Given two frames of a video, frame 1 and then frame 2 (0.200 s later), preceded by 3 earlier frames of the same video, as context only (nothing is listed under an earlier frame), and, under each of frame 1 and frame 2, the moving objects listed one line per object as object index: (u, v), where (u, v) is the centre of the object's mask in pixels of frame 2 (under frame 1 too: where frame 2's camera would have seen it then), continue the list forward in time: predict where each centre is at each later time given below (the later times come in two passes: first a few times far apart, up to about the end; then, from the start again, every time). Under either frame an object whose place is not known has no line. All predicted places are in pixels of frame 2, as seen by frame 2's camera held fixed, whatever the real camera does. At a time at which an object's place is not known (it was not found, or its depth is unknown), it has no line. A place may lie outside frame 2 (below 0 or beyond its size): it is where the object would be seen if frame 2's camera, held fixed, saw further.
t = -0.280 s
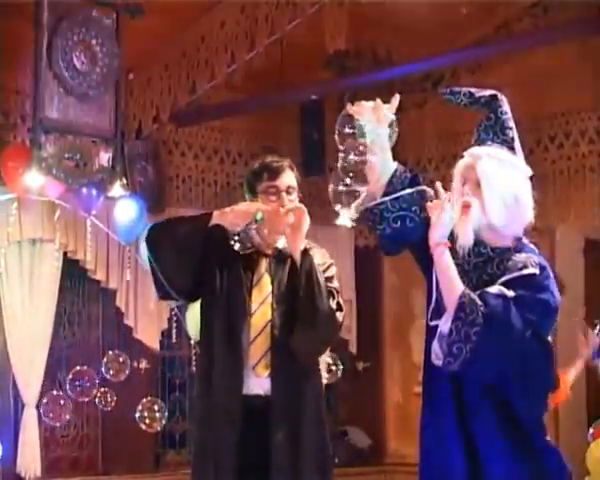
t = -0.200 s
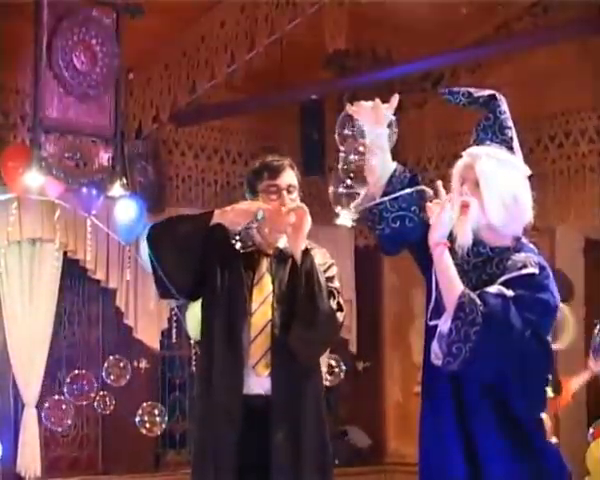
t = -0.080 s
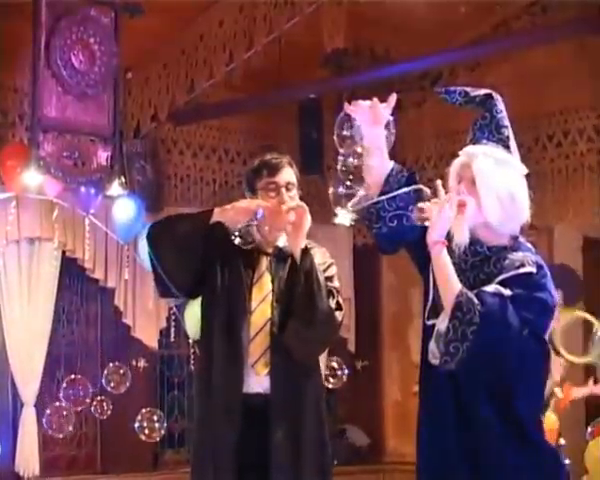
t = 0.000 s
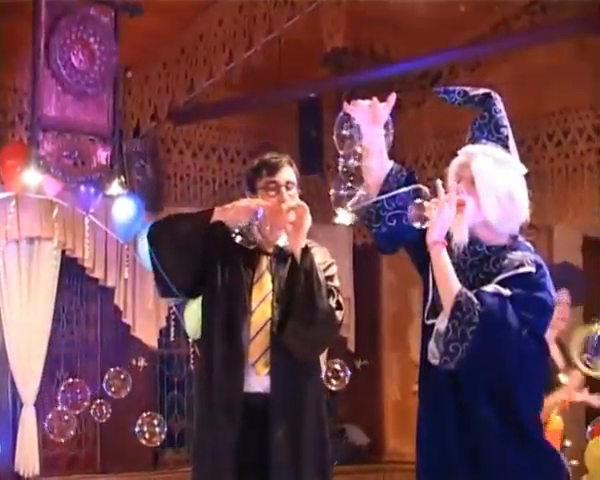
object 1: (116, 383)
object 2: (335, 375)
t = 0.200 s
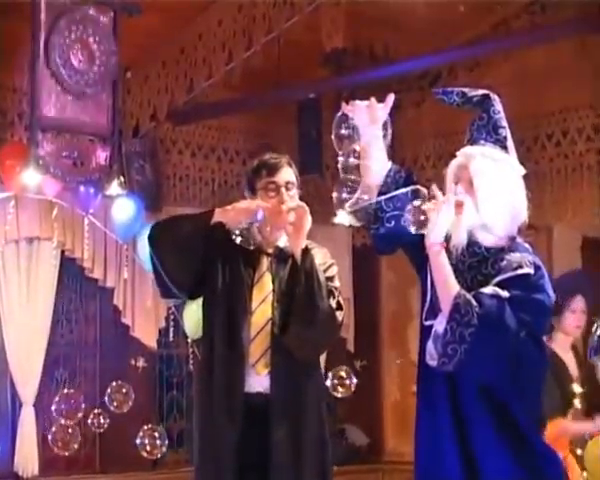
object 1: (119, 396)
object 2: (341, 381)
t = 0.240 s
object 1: (120, 399)
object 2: (343, 383)
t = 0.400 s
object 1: (122, 410)
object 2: (348, 387)
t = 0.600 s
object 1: (126, 424)
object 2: (353, 397)
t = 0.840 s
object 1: (132, 440)
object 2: (359, 406)
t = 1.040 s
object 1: (137, 454)
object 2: (364, 414)
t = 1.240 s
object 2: (368, 422)
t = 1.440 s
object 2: (373, 431)
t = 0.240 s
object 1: (120, 399)
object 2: (343, 383)
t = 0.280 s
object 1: (121, 402)
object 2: (344, 384)
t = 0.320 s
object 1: (121, 404)
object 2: (345, 385)
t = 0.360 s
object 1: (122, 407)
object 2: (346, 386)
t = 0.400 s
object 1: (122, 410)
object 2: (348, 387)
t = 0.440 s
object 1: (123, 413)
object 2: (349, 389)
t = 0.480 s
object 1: (124, 416)
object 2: (350, 391)
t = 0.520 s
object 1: (125, 419)
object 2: (351, 393)
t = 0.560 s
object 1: (126, 421)
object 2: (352, 395)
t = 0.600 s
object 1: (126, 424)
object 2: (353, 397)
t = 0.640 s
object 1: (127, 427)
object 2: (354, 398)
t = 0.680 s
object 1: (128, 429)
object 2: (355, 400)
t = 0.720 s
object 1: (129, 432)
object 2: (356, 402)
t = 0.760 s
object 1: (130, 435)
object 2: (357, 403)
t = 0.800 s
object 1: (131, 438)
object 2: (358, 405)
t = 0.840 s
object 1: (132, 440)
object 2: (359, 406)
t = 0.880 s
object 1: (133, 443)
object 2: (360, 408)
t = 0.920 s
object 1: (134, 446)
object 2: (361, 409)
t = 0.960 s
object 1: (135, 448)
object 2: (362, 411)
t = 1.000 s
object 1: (135, 451)
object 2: (363, 412)
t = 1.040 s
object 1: (137, 454)
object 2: (364, 414)
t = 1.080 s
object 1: (138, 456)
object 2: (364, 415)
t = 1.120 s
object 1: (139, 459)
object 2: (365, 417)
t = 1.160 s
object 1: (140, 461)
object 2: (366, 419)
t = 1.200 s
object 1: (141, 463)
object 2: (367, 421)
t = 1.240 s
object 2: (368, 422)
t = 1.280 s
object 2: (369, 424)
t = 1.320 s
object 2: (370, 426)
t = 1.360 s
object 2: (371, 427)
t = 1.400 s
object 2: (372, 429)
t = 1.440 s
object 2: (373, 431)
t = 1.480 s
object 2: (373, 433)
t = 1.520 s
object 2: (374, 434)
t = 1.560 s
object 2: (374, 436)
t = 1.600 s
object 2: (375, 438)
